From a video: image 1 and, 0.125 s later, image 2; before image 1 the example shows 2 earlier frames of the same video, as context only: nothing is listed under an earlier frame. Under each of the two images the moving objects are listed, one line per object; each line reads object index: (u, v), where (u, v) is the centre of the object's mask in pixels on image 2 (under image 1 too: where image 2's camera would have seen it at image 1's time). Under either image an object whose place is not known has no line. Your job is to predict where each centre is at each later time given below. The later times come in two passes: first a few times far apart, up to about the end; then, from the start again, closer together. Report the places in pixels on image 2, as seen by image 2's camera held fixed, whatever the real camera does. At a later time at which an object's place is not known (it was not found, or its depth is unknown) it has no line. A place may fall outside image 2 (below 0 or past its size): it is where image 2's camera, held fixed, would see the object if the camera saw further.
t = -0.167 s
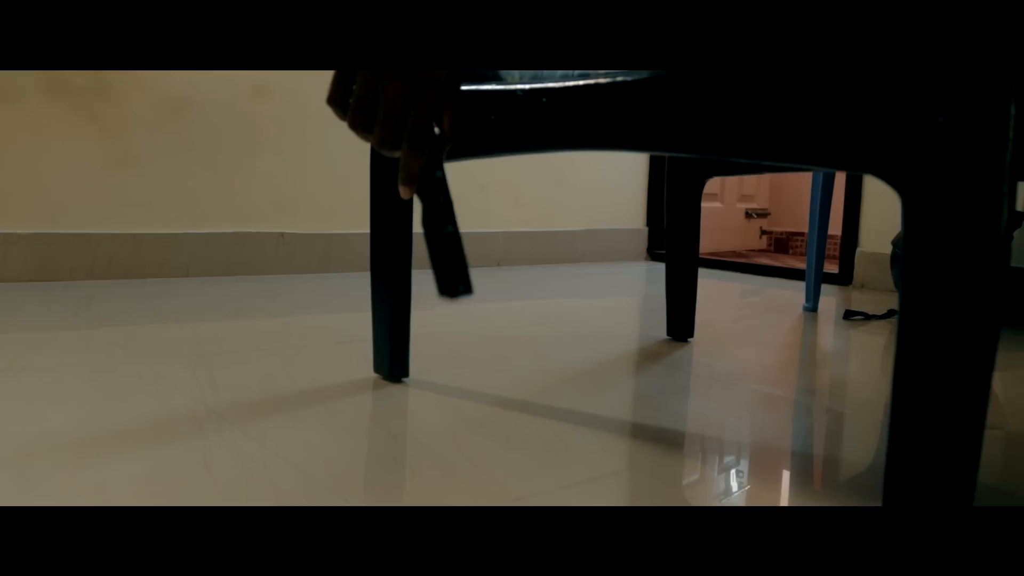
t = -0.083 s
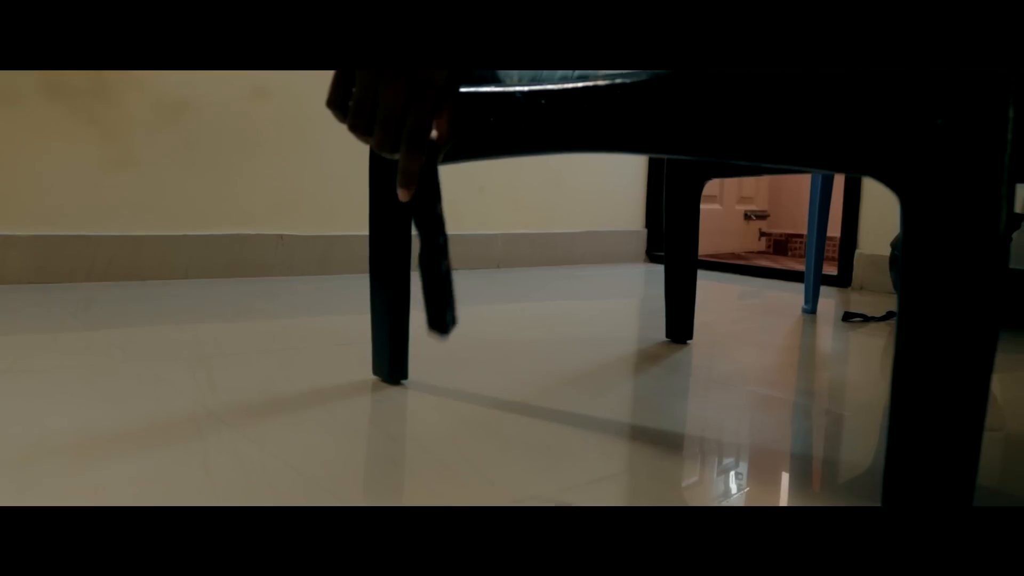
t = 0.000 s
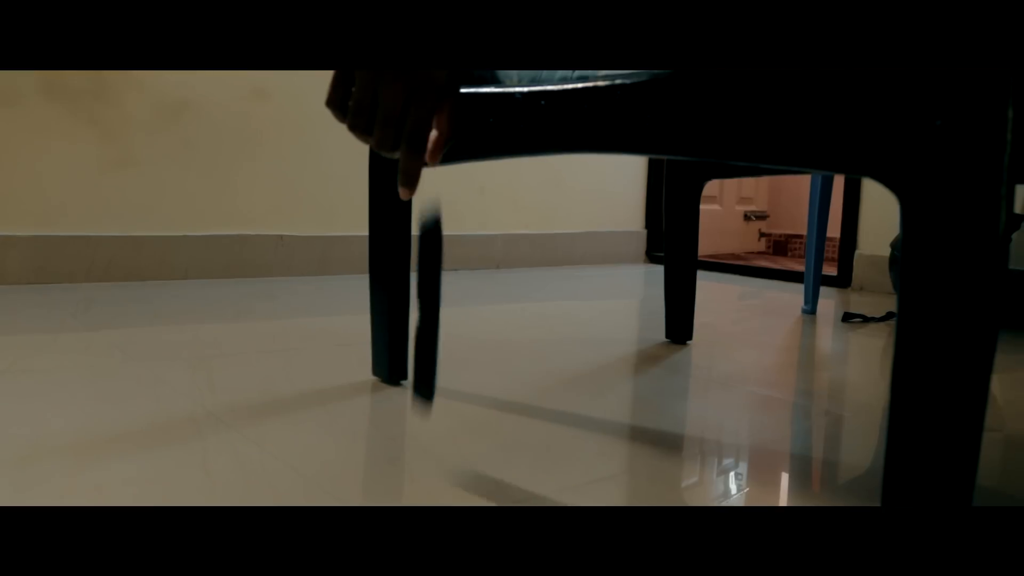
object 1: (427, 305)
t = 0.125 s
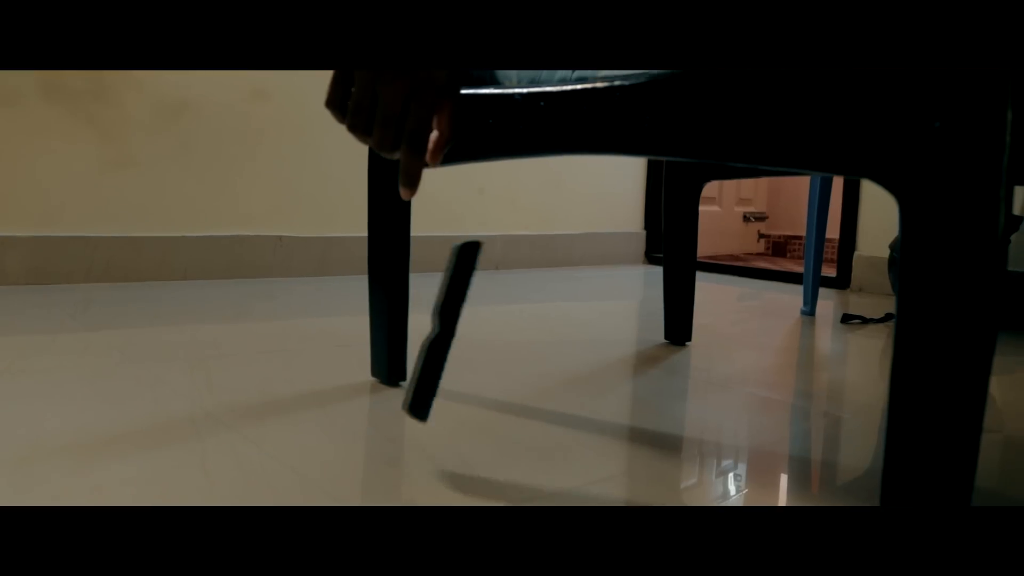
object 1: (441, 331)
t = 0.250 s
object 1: (458, 398)
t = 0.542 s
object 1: (509, 442)
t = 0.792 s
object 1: (512, 442)
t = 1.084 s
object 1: (512, 442)
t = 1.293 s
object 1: (512, 441)
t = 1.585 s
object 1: (512, 440)
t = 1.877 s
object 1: (512, 440)
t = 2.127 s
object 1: (512, 440)
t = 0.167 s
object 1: (448, 339)
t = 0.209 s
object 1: (454, 364)
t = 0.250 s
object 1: (458, 398)
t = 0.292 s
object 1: (464, 429)
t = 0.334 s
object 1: (471, 432)
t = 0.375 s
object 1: (477, 430)
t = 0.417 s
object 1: (483, 434)
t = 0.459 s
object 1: (491, 435)
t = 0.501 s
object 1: (502, 442)
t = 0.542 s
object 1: (509, 442)
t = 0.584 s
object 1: (512, 442)
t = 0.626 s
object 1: (513, 442)
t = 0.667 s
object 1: (512, 443)
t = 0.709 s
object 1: (512, 443)
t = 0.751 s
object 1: (512, 442)
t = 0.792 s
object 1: (512, 442)
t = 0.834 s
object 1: (512, 442)
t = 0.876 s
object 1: (512, 442)
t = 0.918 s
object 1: (512, 442)
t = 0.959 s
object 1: (512, 442)
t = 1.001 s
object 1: (512, 442)
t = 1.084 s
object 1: (512, 442)
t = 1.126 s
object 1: (512, 442)
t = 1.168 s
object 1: (512, 442)
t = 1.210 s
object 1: (512, 442)
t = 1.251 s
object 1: (512, 442)
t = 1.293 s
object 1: (512, 441)
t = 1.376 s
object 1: (512, 442)
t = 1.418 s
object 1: (511, 442)
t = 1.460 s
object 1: (511, 442)
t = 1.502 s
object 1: (512, 441)
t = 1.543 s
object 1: (512, 441)
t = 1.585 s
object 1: (512, 440)
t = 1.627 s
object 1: (512, 440)
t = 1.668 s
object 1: (512, 440)
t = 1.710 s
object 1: (512, 441)
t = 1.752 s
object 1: (512, 441)
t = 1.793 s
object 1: (512, 440)
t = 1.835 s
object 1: (512, 440)
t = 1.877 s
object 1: (512, 440)
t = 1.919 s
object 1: (512, 440)
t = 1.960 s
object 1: (512, 440)
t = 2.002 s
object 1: (512, 440)
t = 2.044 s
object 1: (512, 440)
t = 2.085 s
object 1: (512, 440)
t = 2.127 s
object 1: (512, 440)
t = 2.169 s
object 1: (512, 440)
